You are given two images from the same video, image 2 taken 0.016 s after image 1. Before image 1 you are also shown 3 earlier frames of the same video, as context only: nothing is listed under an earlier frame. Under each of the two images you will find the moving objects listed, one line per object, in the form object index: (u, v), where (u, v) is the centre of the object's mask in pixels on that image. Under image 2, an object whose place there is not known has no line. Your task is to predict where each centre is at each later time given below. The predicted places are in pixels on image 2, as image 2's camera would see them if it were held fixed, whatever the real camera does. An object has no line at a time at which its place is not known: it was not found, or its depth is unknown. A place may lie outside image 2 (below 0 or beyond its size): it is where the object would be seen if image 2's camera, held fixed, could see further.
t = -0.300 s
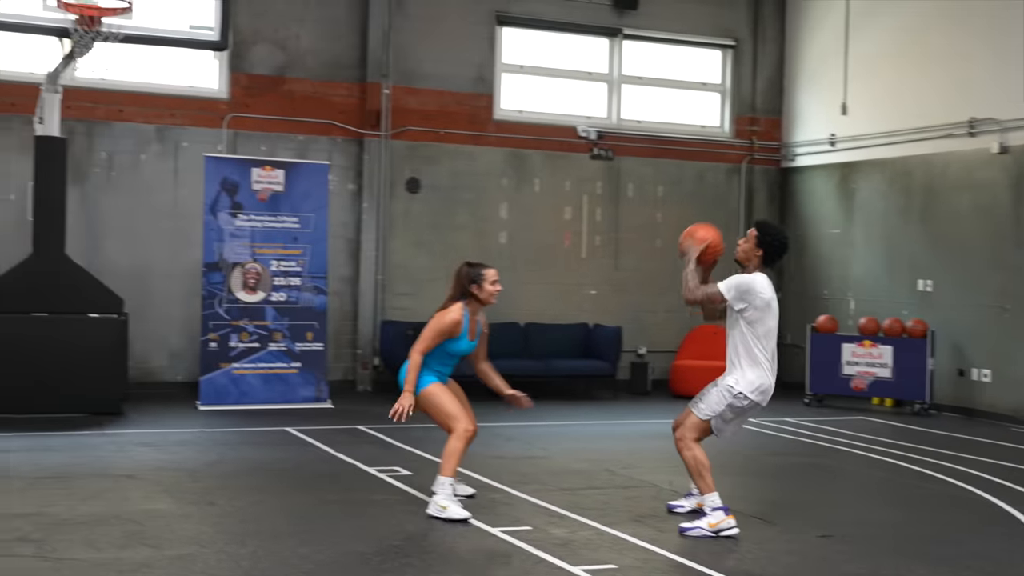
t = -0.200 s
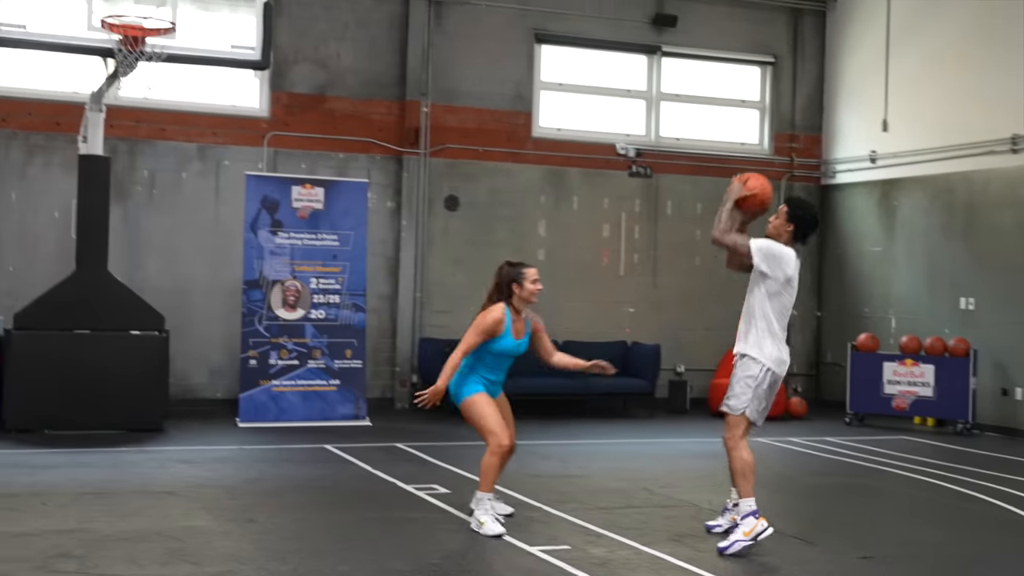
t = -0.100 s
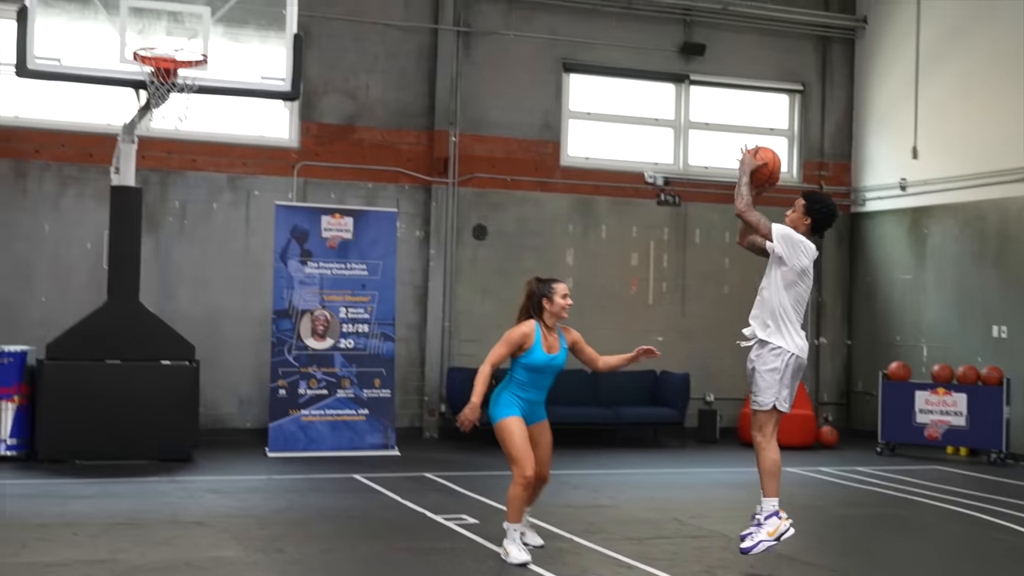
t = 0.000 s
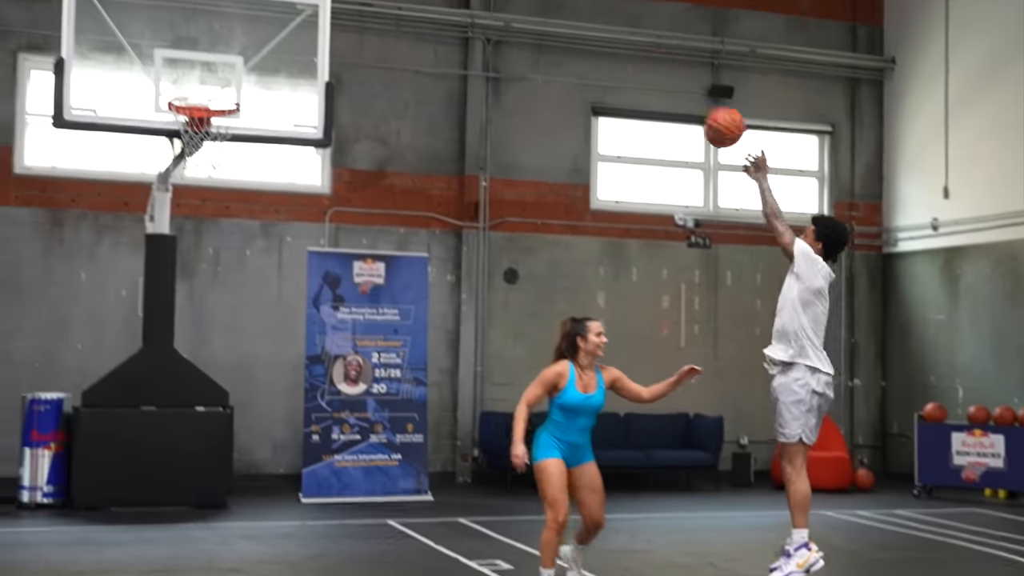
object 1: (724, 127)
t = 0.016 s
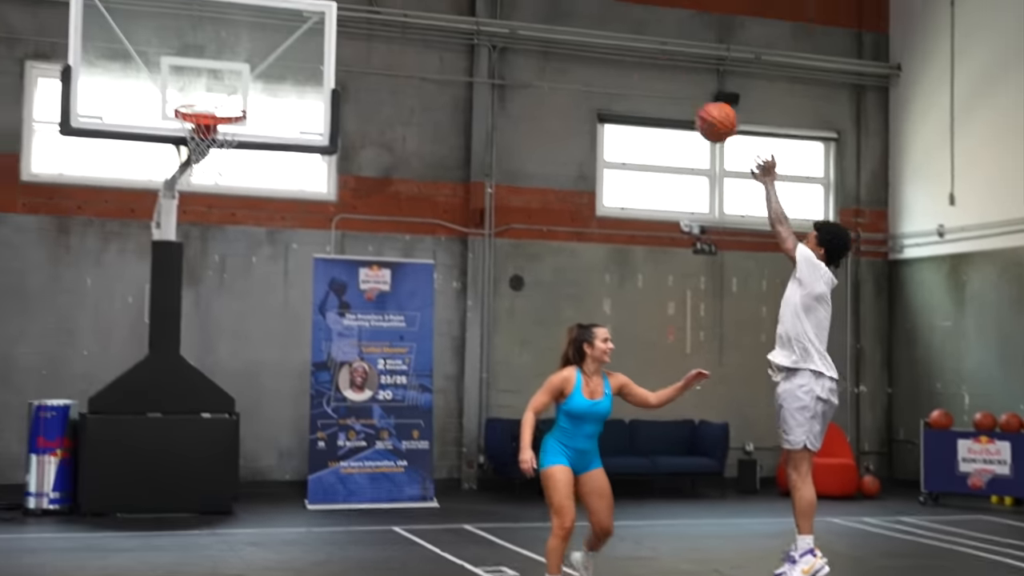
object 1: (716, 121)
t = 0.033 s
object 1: (703, 107)
